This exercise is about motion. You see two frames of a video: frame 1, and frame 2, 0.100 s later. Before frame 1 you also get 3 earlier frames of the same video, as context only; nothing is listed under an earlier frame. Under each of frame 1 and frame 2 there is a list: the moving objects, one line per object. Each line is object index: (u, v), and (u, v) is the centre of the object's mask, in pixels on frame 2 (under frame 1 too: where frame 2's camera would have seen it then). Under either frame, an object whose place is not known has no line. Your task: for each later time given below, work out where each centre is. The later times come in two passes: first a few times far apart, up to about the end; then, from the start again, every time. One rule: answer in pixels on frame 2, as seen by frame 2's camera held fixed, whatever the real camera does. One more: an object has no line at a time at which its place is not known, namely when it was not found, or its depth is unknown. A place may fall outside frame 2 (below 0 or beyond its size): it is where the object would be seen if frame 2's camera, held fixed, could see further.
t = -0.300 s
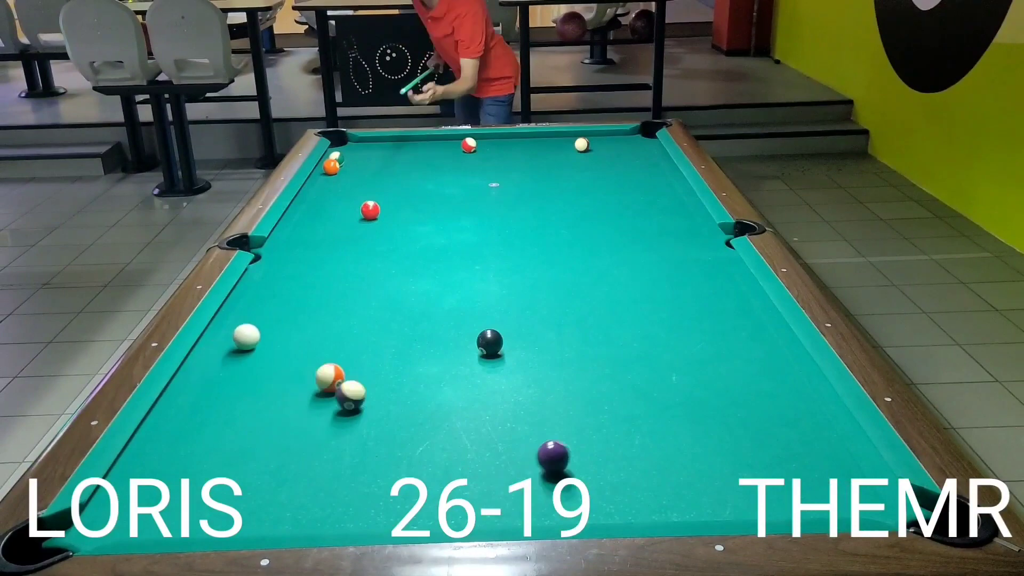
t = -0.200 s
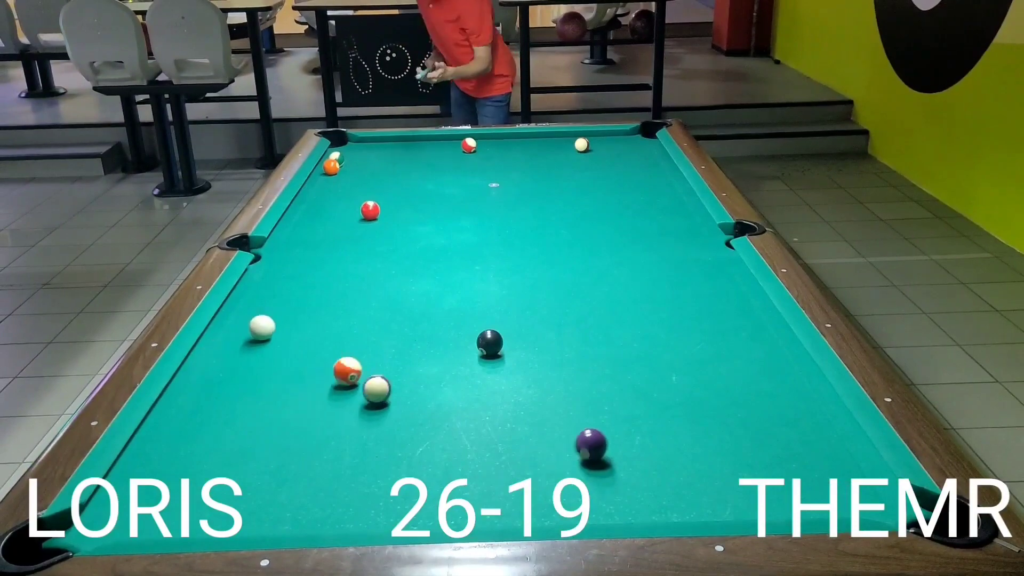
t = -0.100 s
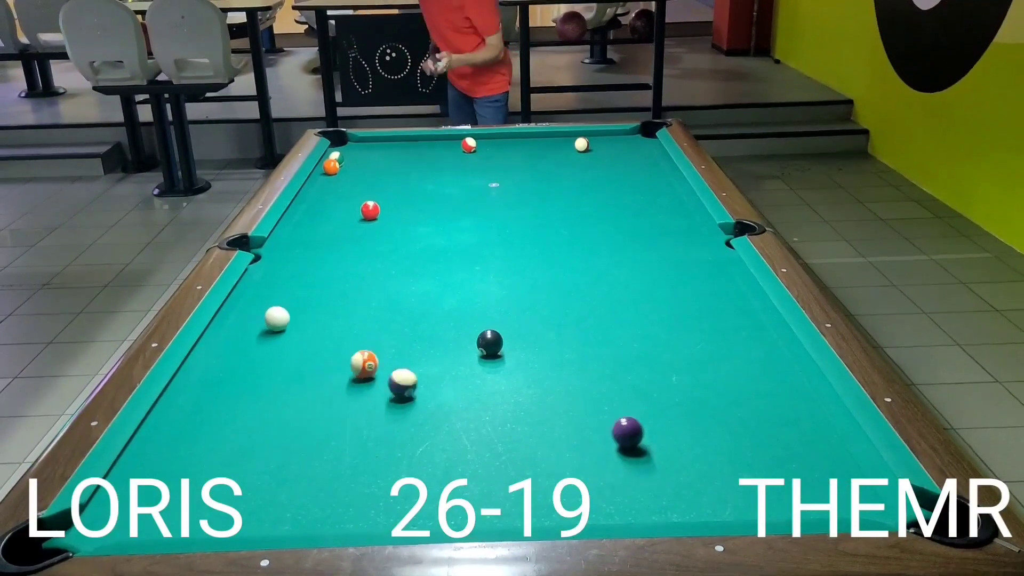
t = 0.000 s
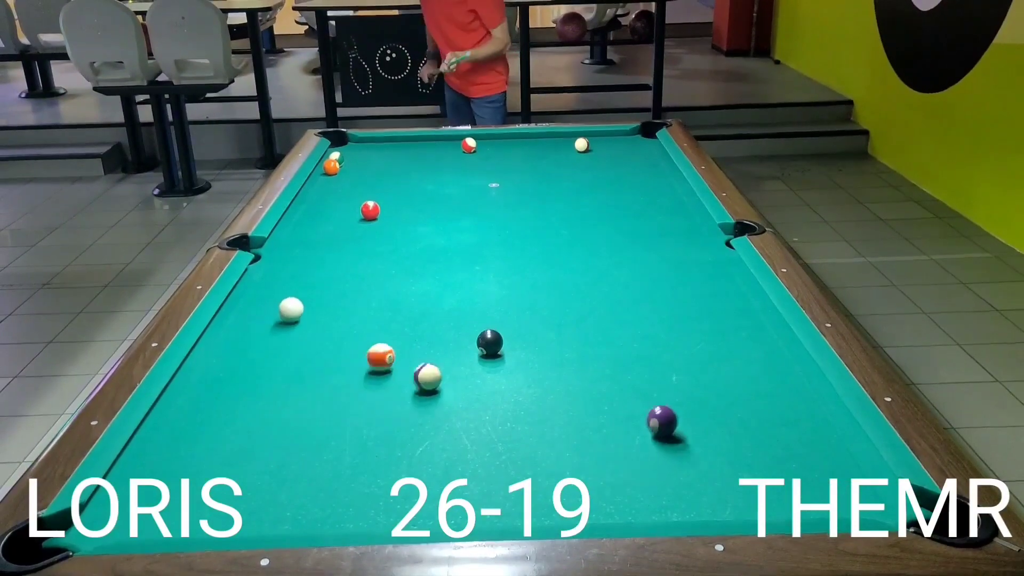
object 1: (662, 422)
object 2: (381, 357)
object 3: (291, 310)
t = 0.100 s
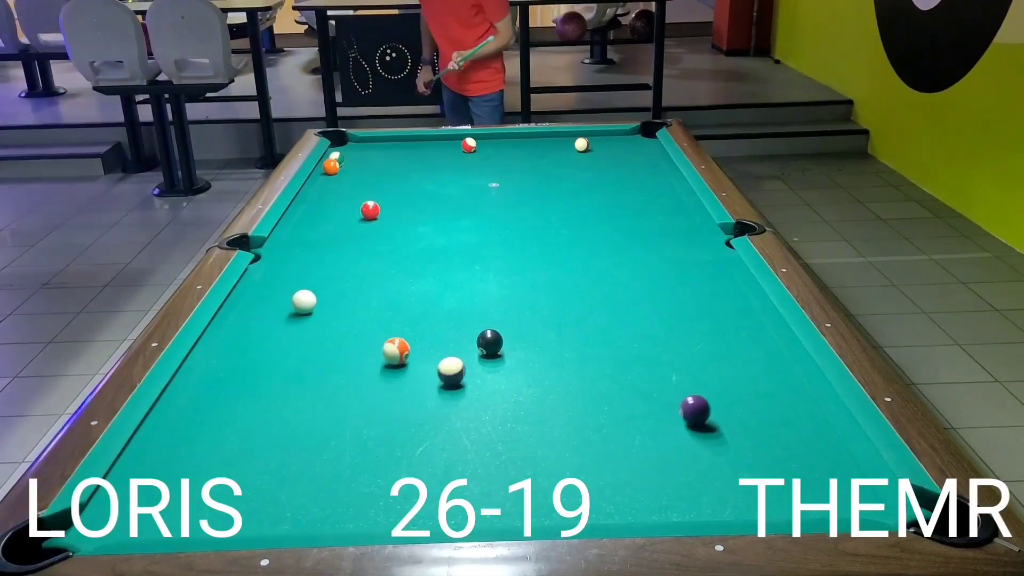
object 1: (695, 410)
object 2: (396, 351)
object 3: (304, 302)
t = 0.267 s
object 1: (747, 394)
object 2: (421, 341)
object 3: (324, 289)
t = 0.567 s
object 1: (785, 368)
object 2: (461, 325)
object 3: (357, 269)
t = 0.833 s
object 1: (725, 350)
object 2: (492, 314)
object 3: (382, 253)
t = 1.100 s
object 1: (672, 334)
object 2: (521, 302)
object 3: (404, 240)
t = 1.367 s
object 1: (638, 331)
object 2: (547, 292)
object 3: (424, 227)
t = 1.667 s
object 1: (605, 331)
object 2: (573, 282)
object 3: (443, 215)
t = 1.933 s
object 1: (577, 330)
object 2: (594, 274)
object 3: (458, 205)
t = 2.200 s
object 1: (552, 330)
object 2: (613, 267)
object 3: (471, 197)
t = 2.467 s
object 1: (529, 330)
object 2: (630, 260)
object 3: (484, 189)
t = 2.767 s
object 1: (507, 329)
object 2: (648, 254)
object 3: (496, 181)
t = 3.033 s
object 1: (488, 325)
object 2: (663, 248)
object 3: (505, 175)
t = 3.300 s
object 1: (471, 330)
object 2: (676, 244)
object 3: (514, 170)
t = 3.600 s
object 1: (457, 330)
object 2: (689, 239)
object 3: (523, 164)
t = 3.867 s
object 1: (446, 331)
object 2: (700, 235)
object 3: (529, 160)
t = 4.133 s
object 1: (437, 332)
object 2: (710, 232)
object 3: (536, 156)
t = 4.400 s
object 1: (430, 332)
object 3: (541, 153)
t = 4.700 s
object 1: (425, 332)
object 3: (547, 150)
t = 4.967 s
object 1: (422, 332)
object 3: (551, 147)
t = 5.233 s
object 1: (421, 332)
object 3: (555, 145)
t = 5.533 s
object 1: (421, 332)
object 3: (560, 143)
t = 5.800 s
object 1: (421, 332)
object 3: (563, 141)
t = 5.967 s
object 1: (421, 332)
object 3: (565, 141)
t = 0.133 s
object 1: (705, 407)
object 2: (401, 349)
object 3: (308, 299)
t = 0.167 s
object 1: (716, 403)
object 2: (406, 347)
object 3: (313, 296)
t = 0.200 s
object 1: (727, 400)
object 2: (411, 345)
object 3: (316, 294)
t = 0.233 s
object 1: (737, 397)
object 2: (416, 343)
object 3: (320, 291)
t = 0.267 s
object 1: (747, 394)
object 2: (421, 341)
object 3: (324, 289)
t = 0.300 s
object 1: (757, 391)
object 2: (425, 339)
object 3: (328, 287)
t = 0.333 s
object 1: (766, 387)
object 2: (430, 338)
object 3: (332, 284)
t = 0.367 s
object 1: (776, 384)
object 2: (434, 336)
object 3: (336, 282)
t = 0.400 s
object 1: (786, 382)
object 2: (439, 334)
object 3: (340, 280)
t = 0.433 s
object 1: (795, 378)
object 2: (443, 332)
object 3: (343, 277)
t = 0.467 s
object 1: (805, 376)
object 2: (448, 331)
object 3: (347, 275)
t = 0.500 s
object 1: (801, 372)
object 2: (452, 329)
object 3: (350, 273)
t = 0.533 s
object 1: (793, 370)
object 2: (456, 327)
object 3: (354, 271)
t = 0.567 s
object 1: (785, 368)
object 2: (461, 325)
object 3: (357, 269)
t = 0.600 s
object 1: (777, 365)
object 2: (465, 324)
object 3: (360, 267)
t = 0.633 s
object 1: (769, 362)
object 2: (469, 323)
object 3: (364, 265)
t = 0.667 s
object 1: (761, 361)
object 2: (473, 321)
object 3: (367, 263)
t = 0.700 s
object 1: (754, 358)
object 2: (477, 319)
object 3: (370, 261)
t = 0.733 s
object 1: (747, 356)
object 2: (481, 317)
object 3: (373, 259)
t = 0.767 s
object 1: (739, 354)
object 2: (485, 316)
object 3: (376, 257)
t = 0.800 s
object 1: (732, 351)
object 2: (488, 314)
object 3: (379, 255)
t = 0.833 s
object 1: (725, 350)
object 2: (492, 314)
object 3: (382, 253)
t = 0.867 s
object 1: (718, 348)
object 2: (496, 312)
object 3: (385, 252)
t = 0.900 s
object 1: (711, 345)
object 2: (500, 310)
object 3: (388, 250)
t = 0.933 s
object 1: (705, 344)
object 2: (504, 309)
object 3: (391, 248)
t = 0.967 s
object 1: (698, 342)
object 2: (507, 308)
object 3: (394, 246)
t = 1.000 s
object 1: (692, 340)
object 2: (511, 306)
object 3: (397, 245)
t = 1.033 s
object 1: (685, 338)
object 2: (514, 305)
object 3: (399, 243)
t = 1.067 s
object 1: (679, 336)
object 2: (518, 303)
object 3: (402, 241)
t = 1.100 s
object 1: (672, 334)
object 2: (521, 302)
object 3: (404, 240)
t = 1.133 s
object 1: (667, 333)
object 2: (524, 301)
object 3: (407, 238)
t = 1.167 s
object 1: (663, 332)
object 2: (528, 300)
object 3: (410, 236)
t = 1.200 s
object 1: (659, 332)
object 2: (531, 298)
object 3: (412, 235)
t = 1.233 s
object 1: (655, 332)
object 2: (534, 297)
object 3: (414, 233)
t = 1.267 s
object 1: (650, 332)
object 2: (537, 296)
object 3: (417, 232)
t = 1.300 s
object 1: (646, 332)
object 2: (540, 294)
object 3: (419, 230)
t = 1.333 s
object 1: (642, 332)
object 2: (544, 293)
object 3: (422, 229)
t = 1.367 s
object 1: (638, 331)
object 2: (547, 292)
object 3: (424, 227)
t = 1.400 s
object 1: (634, 332)
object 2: (550, 291)
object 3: (426, 226)
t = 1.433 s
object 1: (631, 332)
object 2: (553, 289)
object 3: (429, 224)
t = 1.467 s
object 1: (627, 332)
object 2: (556, 288)
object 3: (431, 223)
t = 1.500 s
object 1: (623, 332)
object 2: (559, 287)
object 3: (433, 222)
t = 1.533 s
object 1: (619, 331)
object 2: (561, 286)
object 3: (435, 220)
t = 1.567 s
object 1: (615, 331)
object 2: (564, 285)
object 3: (437, 219)
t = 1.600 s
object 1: (612, 332)
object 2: (567, 284)
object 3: (439, 218)
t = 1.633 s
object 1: (608, 331)
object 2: (570, 283)
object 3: (441, 216)
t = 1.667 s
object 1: (605, 331)
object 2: (573, 282)
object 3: (443, 215)
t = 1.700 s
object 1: (601, 331)
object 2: (575, 281)
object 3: (445, 214)
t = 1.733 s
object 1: (597, 331)
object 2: (578, 279)
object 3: (447, 213)
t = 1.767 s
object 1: (594, 331)
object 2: (581, 279)
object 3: (449, 211)
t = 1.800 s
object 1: (590, 331)
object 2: (583, 278)
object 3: (451, 210)
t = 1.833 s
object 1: (587, 330)
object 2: (586, 277)
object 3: (453, 209)
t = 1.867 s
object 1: (584, 331)
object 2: (589, 276)
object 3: (455, 208)
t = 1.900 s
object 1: (580, 331)
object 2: (591, 274)
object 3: (456, 207)
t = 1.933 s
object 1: (577, 330)
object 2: (594, 274)
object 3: (458, 205)
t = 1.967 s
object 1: (574, 330)
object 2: (596, 273)
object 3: (460, 204)
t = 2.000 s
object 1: (571, 330)
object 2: (598, 272)
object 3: (461, 203)
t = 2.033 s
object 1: (568, 330)
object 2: (601, 271)
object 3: (463, 202)
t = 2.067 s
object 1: (564, 330)
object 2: (603, 270)
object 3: (465, 201)
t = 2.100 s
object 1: (561, 330)
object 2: (606, 269)
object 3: (467, 200)
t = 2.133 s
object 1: (558, 330)
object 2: (608, 268)
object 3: (468, 199)
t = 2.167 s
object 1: (555, 330)
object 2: (610, 268)
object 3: (470, 198)
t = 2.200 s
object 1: (552, 330)
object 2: (613, 267)
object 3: (471, 197)
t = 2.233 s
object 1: (549, 330)
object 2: (615, 266)
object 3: (473, 196)
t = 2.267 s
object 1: (546, 330)
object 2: (617, 265)
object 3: (475, 195)
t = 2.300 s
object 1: (543, 330)
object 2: (619, 264)
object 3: (476, 194)
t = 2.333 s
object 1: (540, 330)
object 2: (622, 263)
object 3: (478, 193)
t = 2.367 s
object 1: (538, 330)
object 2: (624, 263)
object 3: (479, 192)
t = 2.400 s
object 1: (535, 330)
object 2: (626, 262)
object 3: (481, 191)
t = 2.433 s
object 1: (532, 330)
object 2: (628, 261)
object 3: (482, 190)
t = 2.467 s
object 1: (529, 330)
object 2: (630, 260)
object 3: (484, 189)
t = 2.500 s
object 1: (527, 330)
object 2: (632, 260)
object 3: (485, 188)
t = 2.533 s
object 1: (524, 330)
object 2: (634, 259)
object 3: (486, 187)
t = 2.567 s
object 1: (521, 330)
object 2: (636, 258)
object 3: (488, 186)
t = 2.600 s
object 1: (519, 330)
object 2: (638, 257)
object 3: (489, 185)
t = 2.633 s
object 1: (516, 330)
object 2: (640, 256)
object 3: (490, 185)
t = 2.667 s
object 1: (514, 330)
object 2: (642, 256)
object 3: (492, 184)
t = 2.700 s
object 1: (512, 330)
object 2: (644, 255)
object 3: (493, 183)
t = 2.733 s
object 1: (510, 329)
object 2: (646, 255)
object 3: (494, 182)
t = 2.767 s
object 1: (507, 329)
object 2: (648, 254)
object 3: (496, 181)
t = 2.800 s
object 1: (506, 328)
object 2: (650, 253)
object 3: (497, 181)
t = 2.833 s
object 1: (504, 328)
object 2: (652, 252)
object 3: (498, 180)
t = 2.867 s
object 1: (502, 328)
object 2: (654, 252)
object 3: (499, 179)
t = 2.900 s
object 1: (499, 327)
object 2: (655, 251)
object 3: (501, 178)
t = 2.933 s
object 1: (497, 327)
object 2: (657, 250)
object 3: (502, 177)
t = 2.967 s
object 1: (494, 326)
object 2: (659, 250)
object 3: (503, 177)
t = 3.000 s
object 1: (491, 325)
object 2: (661, 249)
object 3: (504, 176)
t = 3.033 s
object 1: (488, 325)
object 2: (663, 248)
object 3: (505, 175)
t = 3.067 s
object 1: (485, 326)
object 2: (664, 248)
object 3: (506, 175)
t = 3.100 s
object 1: (482, 326)
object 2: (666, 247)
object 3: (508, 174)
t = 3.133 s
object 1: (480, 327)
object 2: (668, 247)
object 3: (509, 173)
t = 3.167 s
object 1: (478, 328)
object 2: (669, 246)
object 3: (510, 172)
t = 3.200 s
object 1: (476, 328)
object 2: (671, 246)
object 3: (511, 172)
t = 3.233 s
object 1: (474, 329)
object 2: (673, 245)
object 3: (512, 171)
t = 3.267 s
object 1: (473, 329)
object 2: (674, 244)
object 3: (513, 170)
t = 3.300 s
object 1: (471, 330)
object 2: (676, 244)
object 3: (514, 170)
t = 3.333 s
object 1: (470, 330)
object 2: (677, 243)
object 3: (515, 169)
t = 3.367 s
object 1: (468, 331)
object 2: (679, 243)
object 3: (516, 168)
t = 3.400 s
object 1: (467, 331)
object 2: (680, 242)
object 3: (517, 168)
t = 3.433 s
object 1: (465, 330)
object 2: (682, 242)
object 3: (518, 167)
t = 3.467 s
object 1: (463, 330)
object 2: (684, 241)
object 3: (519, 167)
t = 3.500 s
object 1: (462, 331)
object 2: (685, 240)
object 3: (520, 166)
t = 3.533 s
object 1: (460, 331)
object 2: (687, 240)
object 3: (521, 165)
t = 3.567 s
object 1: (458, 331)
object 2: (688, 240)
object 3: (522, 165)
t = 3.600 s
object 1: (457, 330)
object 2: (689, 239)
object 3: (523, 164)
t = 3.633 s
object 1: (455, 330)
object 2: (691, 238)
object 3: (524, 164)
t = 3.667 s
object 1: (454, 331)
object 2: (692, 238)
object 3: (524, 163)
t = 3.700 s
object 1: (452, 331)
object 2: (693, 237)
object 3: (525, 163)
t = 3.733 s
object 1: (451, 331)
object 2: (695, 237)
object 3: (526, 162)
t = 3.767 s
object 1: (450, 331)
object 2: (696, 237)
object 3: (527, 162)
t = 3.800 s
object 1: (448, 331)
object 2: (697, 236)
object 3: (528, 161)
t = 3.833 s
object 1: (447, 331)
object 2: (699, 236)
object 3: (529, 160)
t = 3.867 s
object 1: (446, 331)
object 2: (700, 235)
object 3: (529, 160)
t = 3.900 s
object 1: (444, 332)
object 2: (701, 235)
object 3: (530, 160)
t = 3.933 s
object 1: (443, 332)
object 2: (703, 234)
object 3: (531, 159)
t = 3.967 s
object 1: (442, 332)
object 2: (704, 234)
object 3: (532, 158)
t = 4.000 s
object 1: (441, 332)
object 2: (705, 233)
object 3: (533, 158)
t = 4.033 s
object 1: (440, 332)
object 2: (706, 233)
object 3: (533, 157)
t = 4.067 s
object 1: (439, 332)
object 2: (707, 233)
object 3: (534, 157)
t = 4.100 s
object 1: (437, 332)
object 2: (709, 232)
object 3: (535, 157)
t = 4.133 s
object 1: (437, 332)
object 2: (710, 232)
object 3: (536, 156)
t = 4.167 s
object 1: (436, 332)
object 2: (711, 231)
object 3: (536, 156)
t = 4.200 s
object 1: (435, 332)
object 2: (712, 231)
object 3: (537, 155)
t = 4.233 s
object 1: (434, 332)
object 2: (713, 231)
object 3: (538, 155)
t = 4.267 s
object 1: (433, 332)
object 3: (538, 154)
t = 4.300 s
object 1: (432, 332)
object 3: (539, 154)
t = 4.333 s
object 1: (431, 332)
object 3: (540, 154)
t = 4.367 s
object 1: (430, 332)
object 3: (540, 153)
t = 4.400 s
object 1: (430, 332)
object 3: (541, 153)
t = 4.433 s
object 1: (429, 332)
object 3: (542, 153)
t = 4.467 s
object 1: (428, 332)
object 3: (542, 152)
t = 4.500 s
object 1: (428, 332)
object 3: (543, 152)
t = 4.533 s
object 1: (427, 332)
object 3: (544, 151)
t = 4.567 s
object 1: (426, 332)
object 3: (544, 151)
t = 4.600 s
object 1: (426, 332)
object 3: (545, 151)
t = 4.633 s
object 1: (425, 332)
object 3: (545, 150)
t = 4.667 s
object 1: (425, 332)
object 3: (546, 150)
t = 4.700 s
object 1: (425, 332)
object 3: (547, 150)
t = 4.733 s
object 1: (424, 332)
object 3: (547, 149)
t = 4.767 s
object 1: (424, 332)
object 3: (548, 149)
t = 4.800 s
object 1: (423, 332)
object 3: (549, 149)
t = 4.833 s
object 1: (423, 332)
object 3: (549, 148)
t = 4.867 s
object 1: (423, 332)
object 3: (550, 148)
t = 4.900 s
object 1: (422, 332)
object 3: (550, 148)
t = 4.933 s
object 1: (422, 332)
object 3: (551, 147)
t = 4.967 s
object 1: (422, 332)
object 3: (551, 147)
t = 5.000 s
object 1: (422, 332)
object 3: (552, 147)
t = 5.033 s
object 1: (421, 332)
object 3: (552, 147)
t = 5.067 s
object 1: (421, 332)
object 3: (553, 146)
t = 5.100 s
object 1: (421, 332)
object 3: (553, 146)
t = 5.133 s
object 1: (421, 332)
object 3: (554, 146)
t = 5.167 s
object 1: (421, 332)
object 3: (554, 145)
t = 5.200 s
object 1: (421, 332)
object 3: (555, 145)
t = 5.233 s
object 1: (421, 332)
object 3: (555, 145)
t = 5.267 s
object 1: (421, 332)
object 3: (556, 144)
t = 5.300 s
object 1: (421, 332)
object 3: (556, 144)
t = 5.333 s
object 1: (421, 332)
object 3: (557, 144)
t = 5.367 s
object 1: (421, 332)
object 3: (557, 144)
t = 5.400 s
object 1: (421, 332)
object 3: (558, 144)
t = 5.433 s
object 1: (421, 332)
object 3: (558, 144)
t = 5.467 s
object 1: (421, 332)
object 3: (559, 143)
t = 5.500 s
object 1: (421, 332)
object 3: (559, 143)
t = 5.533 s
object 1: (421, 332)
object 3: (560, 143)
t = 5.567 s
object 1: (421, 332)
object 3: (560, 143)
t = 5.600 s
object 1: (421, 332)
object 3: (561, 143)
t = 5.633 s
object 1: (421, 332)
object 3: (561, 142)
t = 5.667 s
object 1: (421, 332)
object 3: (562, 142)
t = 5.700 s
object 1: (421, 332)
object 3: (562, 142)
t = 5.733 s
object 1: (421, 332)
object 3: (562, 142)
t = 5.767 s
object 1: (421, 332)
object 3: (563, 142)
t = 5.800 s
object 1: (421, 332)
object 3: (563, 141)
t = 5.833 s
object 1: (421, 332)
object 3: (564, 141)
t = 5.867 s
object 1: (421, 332)
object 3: (564, 141)
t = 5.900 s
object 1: (421, 332)
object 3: (565, 141)
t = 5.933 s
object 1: (421, 332)
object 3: (565, 141)
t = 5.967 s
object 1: (421, 332)
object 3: (565, 141)
